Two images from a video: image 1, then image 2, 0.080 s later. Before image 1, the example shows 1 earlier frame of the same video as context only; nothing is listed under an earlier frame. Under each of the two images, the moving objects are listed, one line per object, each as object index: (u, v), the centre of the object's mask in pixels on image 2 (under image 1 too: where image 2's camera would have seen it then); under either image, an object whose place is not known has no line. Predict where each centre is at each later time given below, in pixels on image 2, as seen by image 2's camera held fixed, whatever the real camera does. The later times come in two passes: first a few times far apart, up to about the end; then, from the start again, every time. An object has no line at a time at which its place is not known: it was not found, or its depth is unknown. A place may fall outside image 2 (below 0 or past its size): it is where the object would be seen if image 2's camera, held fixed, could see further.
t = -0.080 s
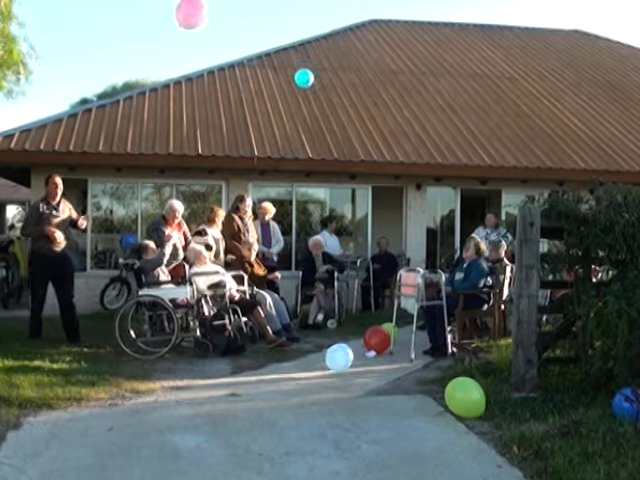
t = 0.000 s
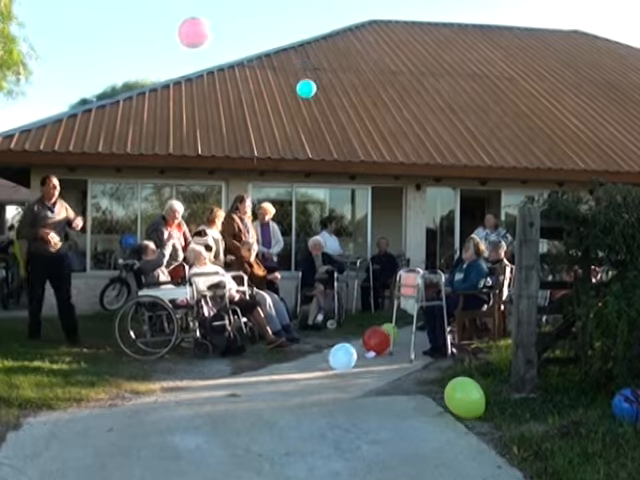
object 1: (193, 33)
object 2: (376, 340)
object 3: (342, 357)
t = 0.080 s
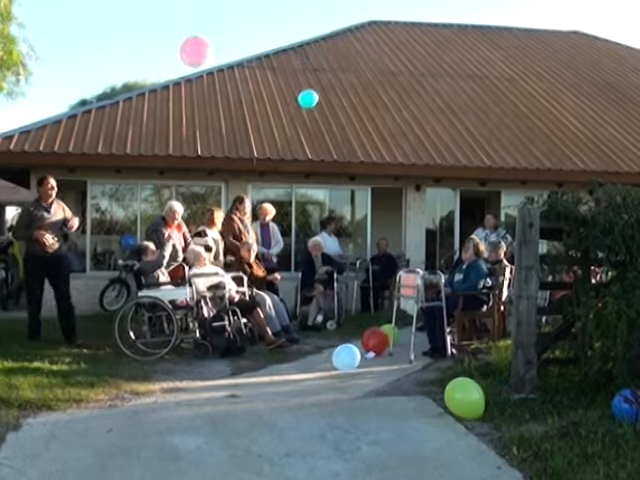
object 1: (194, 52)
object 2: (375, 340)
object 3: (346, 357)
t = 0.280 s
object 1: (195, 92)
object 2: (372, 340)
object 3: (355, 363)
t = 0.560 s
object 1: (198, 144)
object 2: (368, 337)
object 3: (367, 360)
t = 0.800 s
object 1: (209, 191)
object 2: (363, 339)
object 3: (375, 362)
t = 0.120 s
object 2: (374, 340)
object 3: (348, 357)
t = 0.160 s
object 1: (195, 70)
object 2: (374, 340)
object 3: (350, 358)
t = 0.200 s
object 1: (195, 78)
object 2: (373, 340)
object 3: (351, 360)
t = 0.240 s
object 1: (195, 85)
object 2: (373, 340)
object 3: (354, 361)
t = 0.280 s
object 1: (195, 92)
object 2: (372, 340)
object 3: (355, 363)
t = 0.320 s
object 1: (195, 99)
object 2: (372, 340)
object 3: (357, 363)
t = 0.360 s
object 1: (195, 106)
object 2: (371, 339)
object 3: (358, 362)
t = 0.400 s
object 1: (195, 113)
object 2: (371, 339)
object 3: (360, 360)
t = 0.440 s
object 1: (196, 121)
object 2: (370, 338)
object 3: (362, 360)
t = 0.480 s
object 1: (196, 128)
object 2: (370, 338)
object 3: (363, 360)
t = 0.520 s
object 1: (197, 136)
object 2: (368, 338)
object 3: (365, 360)
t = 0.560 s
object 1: (198, 144)
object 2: (368, 337)
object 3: (367, 360)
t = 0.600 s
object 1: (200, 151)
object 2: (366, 338)
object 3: (368, 360)
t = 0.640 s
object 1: (201, 159)
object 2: (365, 338)
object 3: (370, 361)
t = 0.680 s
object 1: (203, 167)
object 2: (365, 339)
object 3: (372, 363)
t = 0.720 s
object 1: (205, 175)
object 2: (364, 339)
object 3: (373, 363)
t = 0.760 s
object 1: (207, 184)
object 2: (363, 339)
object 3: (374, 363)
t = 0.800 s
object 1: (209, 191)
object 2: (363, 339)
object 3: (375, 362)
